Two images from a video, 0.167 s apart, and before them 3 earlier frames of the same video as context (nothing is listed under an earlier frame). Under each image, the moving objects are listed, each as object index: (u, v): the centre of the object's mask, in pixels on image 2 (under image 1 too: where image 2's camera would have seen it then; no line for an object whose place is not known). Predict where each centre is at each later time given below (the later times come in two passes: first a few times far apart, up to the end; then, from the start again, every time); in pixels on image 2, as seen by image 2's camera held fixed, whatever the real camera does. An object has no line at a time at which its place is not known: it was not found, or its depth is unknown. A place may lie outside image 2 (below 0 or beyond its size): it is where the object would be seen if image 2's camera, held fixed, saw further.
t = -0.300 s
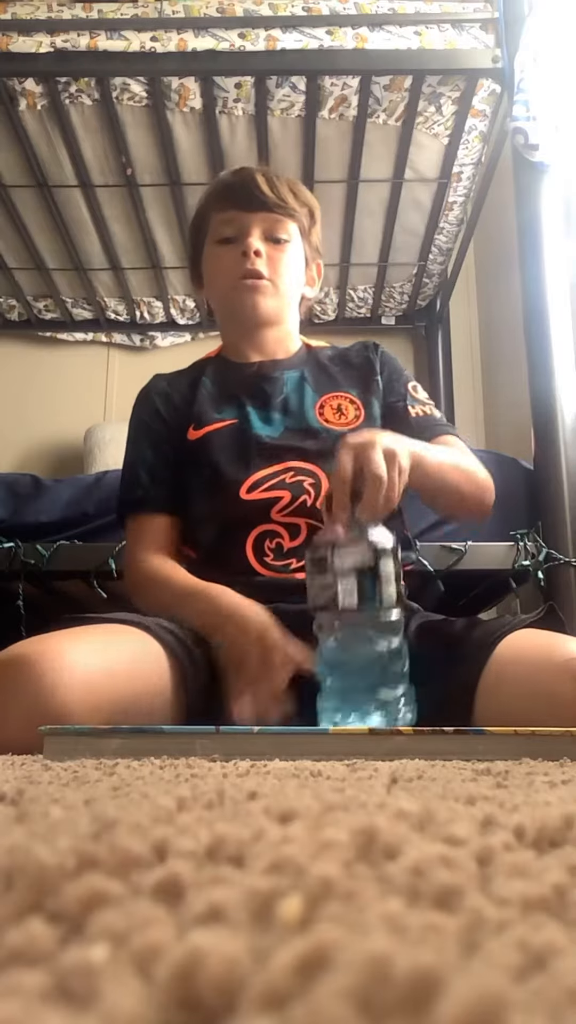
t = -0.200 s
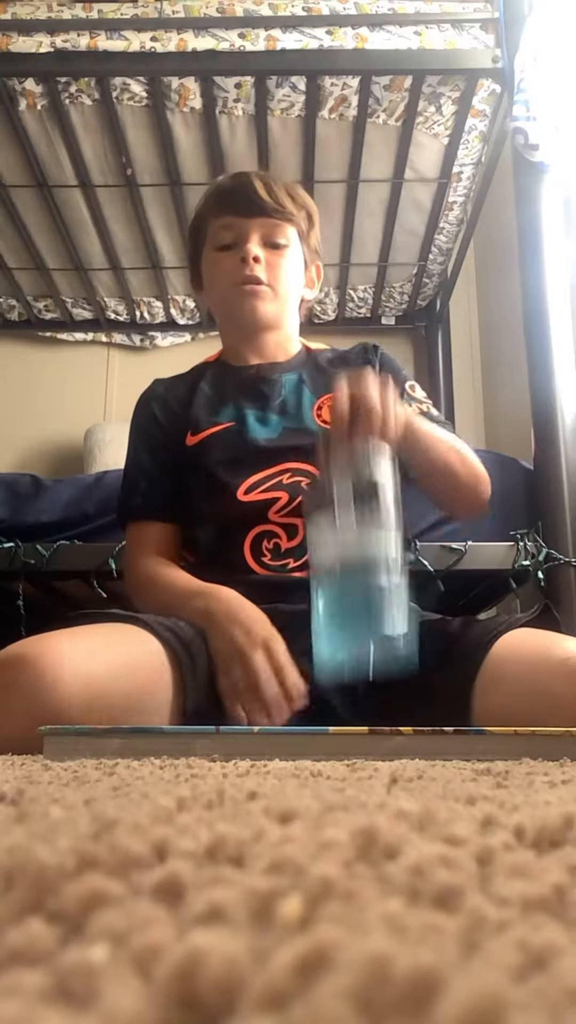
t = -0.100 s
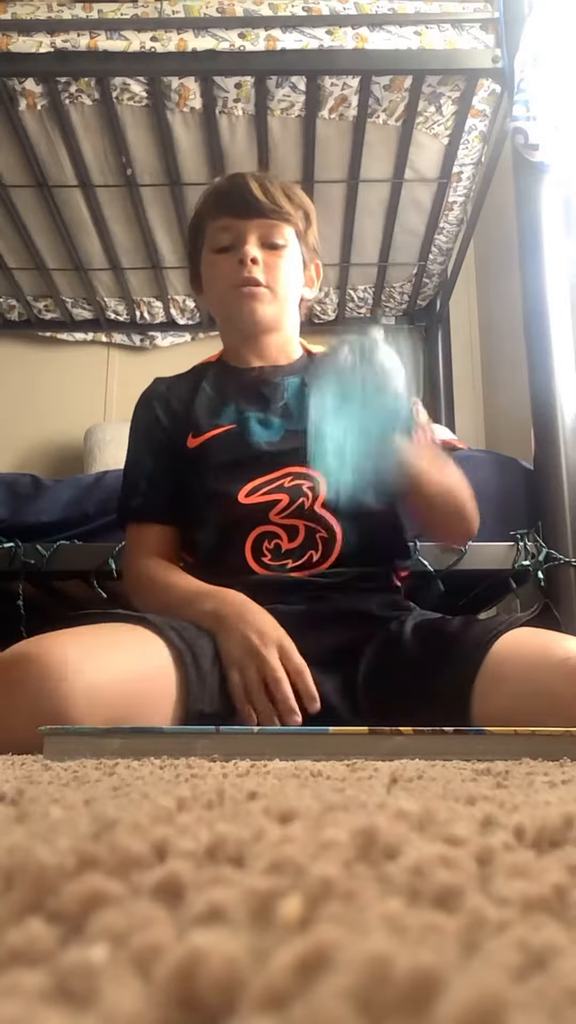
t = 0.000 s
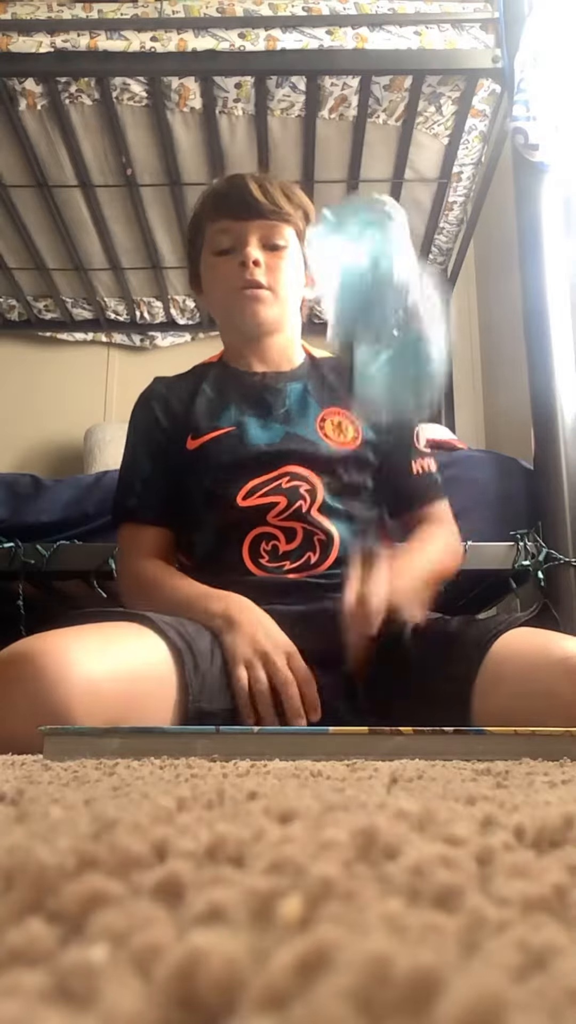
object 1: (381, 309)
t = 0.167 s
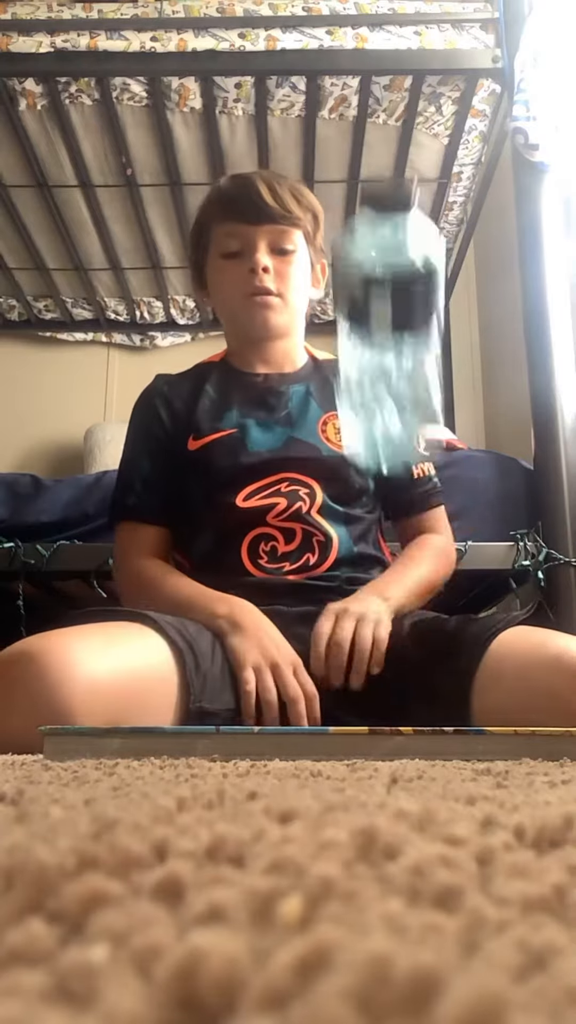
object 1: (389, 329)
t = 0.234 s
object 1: (403, 456)
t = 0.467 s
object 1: (432, 604)
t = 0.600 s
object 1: (433, 603)
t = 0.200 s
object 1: (394, 386)
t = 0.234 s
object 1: (403, 456)
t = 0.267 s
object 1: (412, 555)
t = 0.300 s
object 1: (419, 603)
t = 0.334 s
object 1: (425, 603)
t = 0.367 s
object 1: (427, 604)
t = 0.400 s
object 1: (432, 603)
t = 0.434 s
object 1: (433, 603)
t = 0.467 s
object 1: (432, 604)
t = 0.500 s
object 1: (430, 604)
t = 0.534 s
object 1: (430, 604)
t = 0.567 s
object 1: (432, 603)
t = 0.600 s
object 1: (433, 603)
